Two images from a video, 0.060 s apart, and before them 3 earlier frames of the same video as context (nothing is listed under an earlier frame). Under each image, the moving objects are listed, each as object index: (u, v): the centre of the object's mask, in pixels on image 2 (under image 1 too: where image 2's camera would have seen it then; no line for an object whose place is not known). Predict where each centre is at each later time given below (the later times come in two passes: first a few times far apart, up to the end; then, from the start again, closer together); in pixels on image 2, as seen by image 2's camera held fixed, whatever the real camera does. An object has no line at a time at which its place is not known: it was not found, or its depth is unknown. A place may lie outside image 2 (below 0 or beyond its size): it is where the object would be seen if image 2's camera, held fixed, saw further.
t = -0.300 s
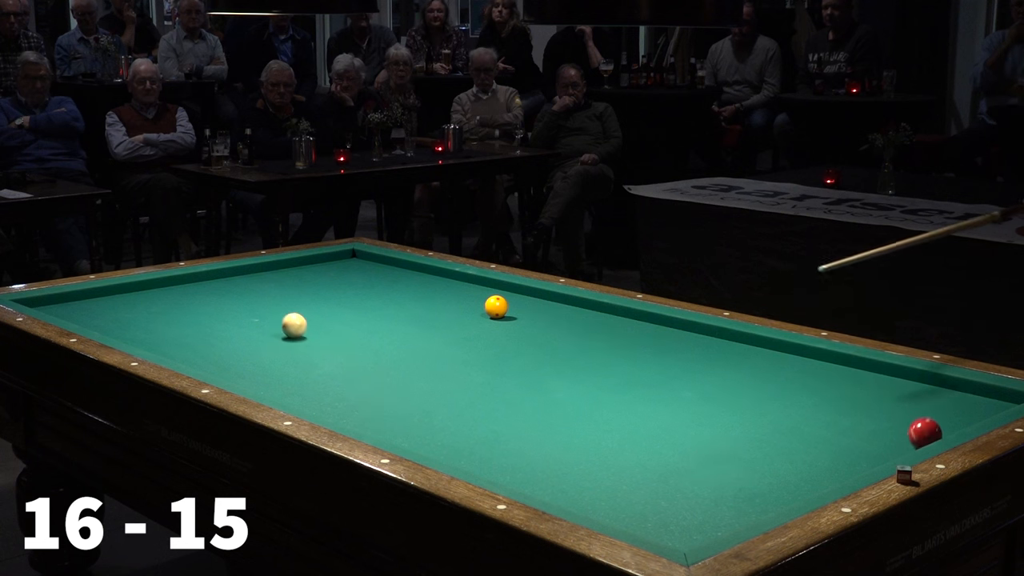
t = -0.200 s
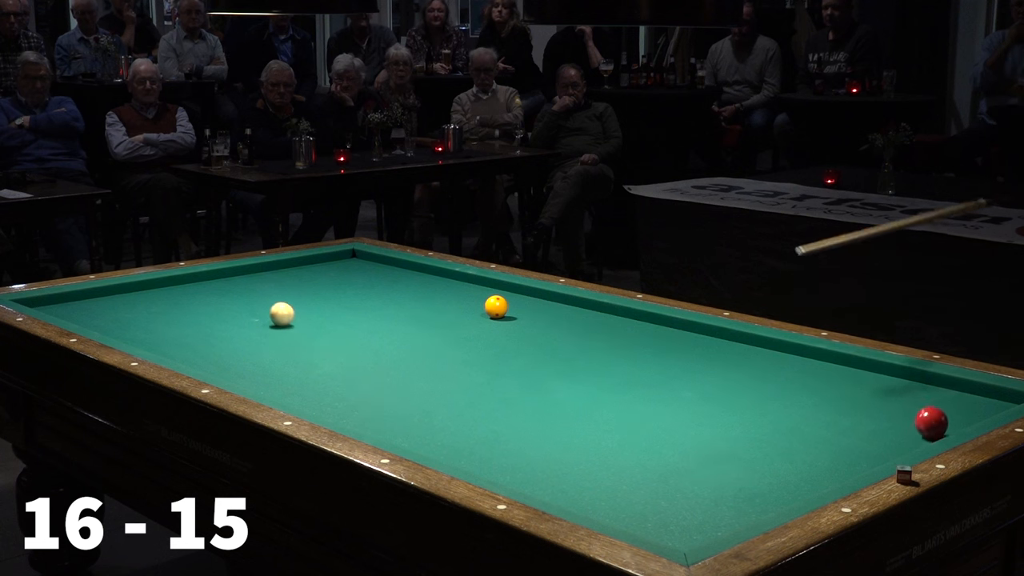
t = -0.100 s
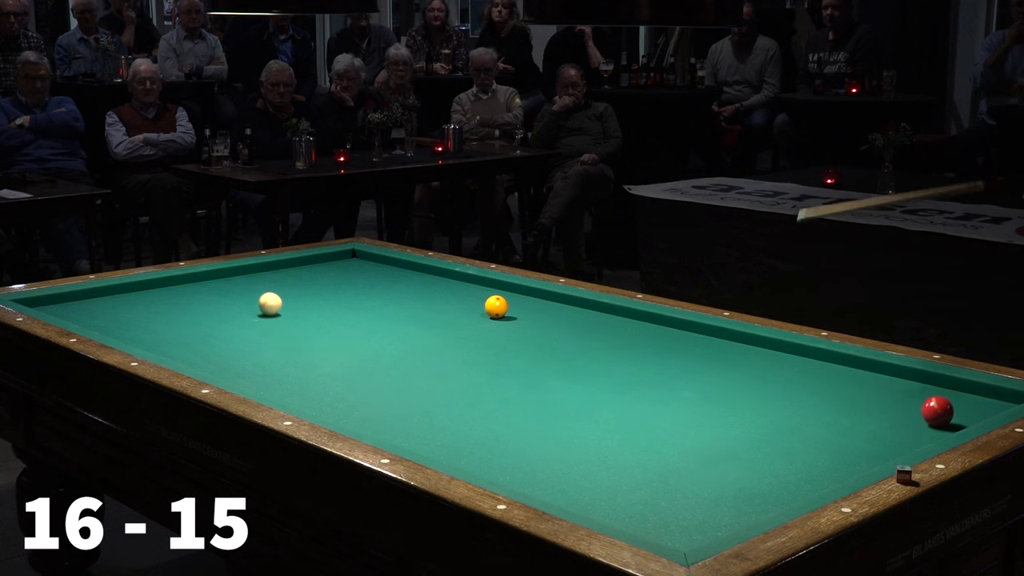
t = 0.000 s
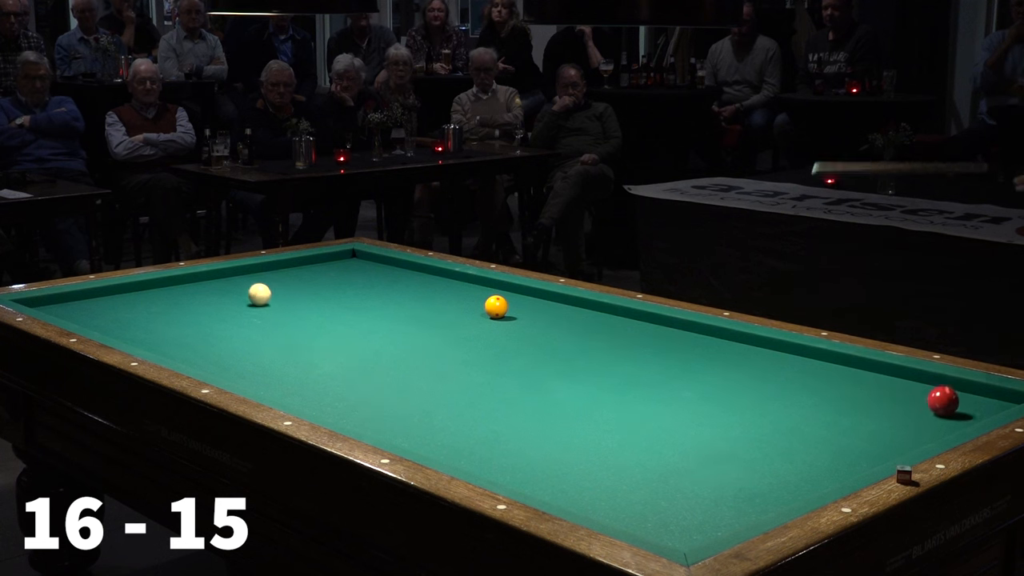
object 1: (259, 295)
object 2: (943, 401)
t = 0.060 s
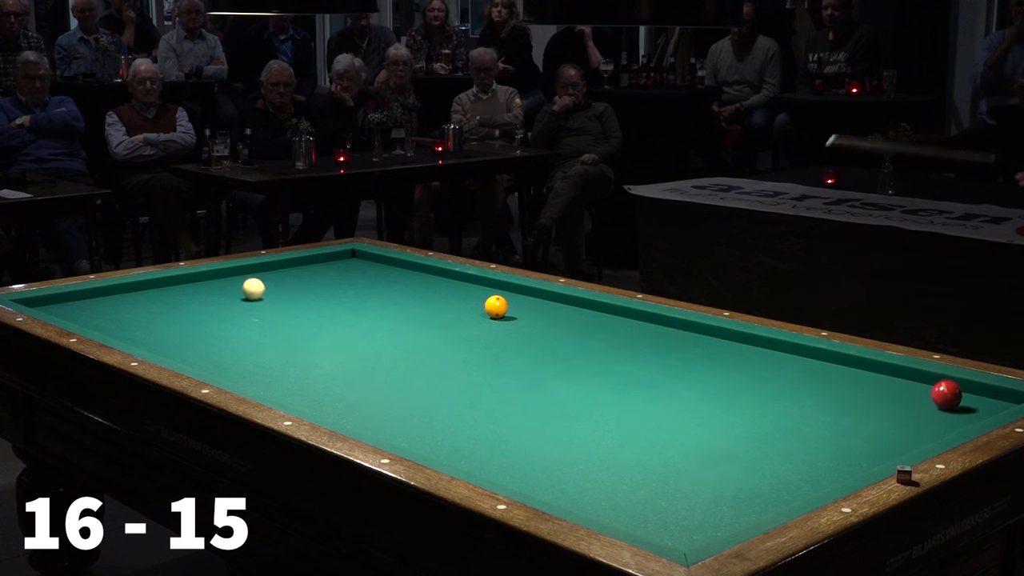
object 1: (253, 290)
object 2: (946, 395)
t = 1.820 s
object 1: (481, 318)
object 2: (535, 381)
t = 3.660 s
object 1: (613, 474)
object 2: (236, 365)
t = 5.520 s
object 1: (603, 487)
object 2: (250, 329)
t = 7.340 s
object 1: (541, 445)
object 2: (255, 314)
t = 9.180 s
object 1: (521, 432)
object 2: (256, 312)
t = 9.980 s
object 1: (521, 432)
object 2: (256, 312)
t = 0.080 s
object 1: (251, 288)
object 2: (947, 393)
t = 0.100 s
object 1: (249, 286)
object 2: (948, 391)
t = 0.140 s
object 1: (246, 283)
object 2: (950, 387)
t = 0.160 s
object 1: (244, 281)
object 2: (951, 386)
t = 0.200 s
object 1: (240, 277)
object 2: (951, 383)
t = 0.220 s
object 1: (238, 276)
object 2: (944, 383)
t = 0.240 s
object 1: (236, 274)
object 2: (938, 383)
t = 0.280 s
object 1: (233, 271)
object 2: (926, 383)
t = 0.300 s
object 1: (234, 270)
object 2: (921, 383)
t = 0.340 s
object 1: (249, 270)
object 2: (910, 382)
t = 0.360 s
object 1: (256, 271)
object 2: (904, 382)
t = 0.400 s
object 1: (270, 271)
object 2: (894, 382)
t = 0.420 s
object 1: (277, 271)
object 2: (888, 382)
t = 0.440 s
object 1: (283, 271)
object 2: (883, 382)
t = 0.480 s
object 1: (296, 271)
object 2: (872, 383)
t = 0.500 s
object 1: (302, 271)
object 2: (867, 382)
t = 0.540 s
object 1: (315, 271)
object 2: (856, 383)
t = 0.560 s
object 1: (321, 271)
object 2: (851, 383)
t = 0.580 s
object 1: (328, 271)
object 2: (845, 382)
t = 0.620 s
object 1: (340, 271)
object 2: (834, 382)
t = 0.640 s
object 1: (346, 272)
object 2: (829, 383)
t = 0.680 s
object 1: (359, 271)
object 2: (819, 383)
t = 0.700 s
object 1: (365, 272)
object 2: (814, 382)
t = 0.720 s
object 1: (371, 272)
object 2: (808, 382)
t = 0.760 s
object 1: (384, 272)
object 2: (798, 382)
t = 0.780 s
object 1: (390, 272)
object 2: (793, 382)
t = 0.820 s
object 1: (402, 272)
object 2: (783, 382)
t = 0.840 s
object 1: (408, 272)
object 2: (777, 382)
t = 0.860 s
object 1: (415, 272)
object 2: (772, 382)
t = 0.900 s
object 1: (427, 272)
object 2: (762, 382)
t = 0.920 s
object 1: (433, 272)
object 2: (757, 382)
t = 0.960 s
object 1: (443, 273)
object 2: (746, 382)
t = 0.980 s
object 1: (443, 274)
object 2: (741, 382)
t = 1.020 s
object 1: (444, 276)
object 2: (731, 382)
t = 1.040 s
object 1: (445, 276)
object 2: (726, 382)
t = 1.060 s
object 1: (446, 277)
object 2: (720, 382)
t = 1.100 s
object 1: (447, 279)
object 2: (710, 382)
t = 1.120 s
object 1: (448, 280)
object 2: (706, 382)
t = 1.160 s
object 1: (450, 282)
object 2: (695, 382)
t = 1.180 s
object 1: (451, 283)
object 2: (690, 382)
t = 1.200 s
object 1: (451, 284)
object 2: (685, 382)
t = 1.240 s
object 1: (453, 286)
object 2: (675, 382)
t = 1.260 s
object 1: (454, 287)
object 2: (671, 381)
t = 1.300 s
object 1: (456, 289)
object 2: (660, 381)
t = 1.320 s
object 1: (457, 291)
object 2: (656, 381)
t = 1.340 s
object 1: (457, 291)
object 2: (650, 381)
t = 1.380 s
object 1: (459, 294)
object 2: (641, 381)
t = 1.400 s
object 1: (460, 294)
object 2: (636, 381)
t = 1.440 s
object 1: (462, 297)
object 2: (626, 381)
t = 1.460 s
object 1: (463, 298)
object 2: (621, 381)
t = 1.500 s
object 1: (465, 300)
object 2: (611, 381)
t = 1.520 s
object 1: (466, 301)
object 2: (606, 381)
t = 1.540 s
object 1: (467, 302)
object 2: (602, 381)
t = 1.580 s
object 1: (469, 304)
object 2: (592, 381)
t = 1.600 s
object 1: (469, 306)
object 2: (587, 381)
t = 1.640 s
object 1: (472, 308)
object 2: (578, 381)
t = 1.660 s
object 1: (472, 309)
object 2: (573, 381)
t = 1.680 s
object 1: (473, 310)
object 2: (568, 380)
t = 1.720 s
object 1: (475, 312)
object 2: (558, 381)
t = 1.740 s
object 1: (476, 314)
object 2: (554, 381)
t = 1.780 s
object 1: (479, 316)
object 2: (544, 381)
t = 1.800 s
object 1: (480, 317)
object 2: (540, 381)
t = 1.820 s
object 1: (481, 318)
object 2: (535, 381)
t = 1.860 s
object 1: (483, 321)
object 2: (525, 380)
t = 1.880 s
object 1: (484, 322)
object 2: (521, 380)
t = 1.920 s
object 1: (486, 324)
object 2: (511, 380)
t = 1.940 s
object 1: (487, 325)
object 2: (506, 380)
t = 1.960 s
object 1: (488, 327)
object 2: (502, 380)
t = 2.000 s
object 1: (490, 329)
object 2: (492, 380)
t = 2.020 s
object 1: (491, 330)
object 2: (488, 380)
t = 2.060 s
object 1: (494, 333)
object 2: (479, 380)
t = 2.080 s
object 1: (495, 334)
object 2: (474, 380)
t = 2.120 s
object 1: (497, 337)
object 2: (465, 380)
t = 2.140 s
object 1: (498, 338)
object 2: (461, 380)
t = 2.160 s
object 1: (499, 340)
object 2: (456, 379)
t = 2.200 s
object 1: (502, 343)
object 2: (447, 379)
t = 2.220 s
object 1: (503, 344)
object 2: (443, 379)
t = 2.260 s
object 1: (505, 347)
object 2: (434, 379)
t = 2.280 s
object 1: (507, 348)
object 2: (429, 379)
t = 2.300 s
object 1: (507, 350)
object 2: (425, 379)
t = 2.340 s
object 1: (510, 352)
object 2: (416, 379)
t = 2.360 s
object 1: (511, 354)
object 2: (411, 379)
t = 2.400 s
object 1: (514, 357)
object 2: (402, 379)
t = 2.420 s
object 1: (515, 358)
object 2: (398, 379)
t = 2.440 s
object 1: (516, 360)
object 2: (393, 379)
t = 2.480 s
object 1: (519, 363)
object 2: (385, 379)
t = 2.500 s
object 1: (520, 364)
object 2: (380, 379)
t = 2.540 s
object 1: (523, 367)
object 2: (371, 379)
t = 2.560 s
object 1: (524, 369)
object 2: (367, 378)
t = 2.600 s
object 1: (526, 372)
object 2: (358, 379)
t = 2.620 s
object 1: (528, 374)
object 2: (354, 378)
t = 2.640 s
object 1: (529, 375)
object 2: (350, 378)
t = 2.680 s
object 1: (532, 378)
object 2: (341, 379)
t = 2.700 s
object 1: (533, 380)
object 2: (337, 378)
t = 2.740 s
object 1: (536, 383)
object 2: (328, 378)
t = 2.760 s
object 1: (538, 385)
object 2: (324, 378)
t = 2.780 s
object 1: (539, 387)
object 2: (320, 378)
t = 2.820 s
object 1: (542, 390)
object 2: (311, 378)
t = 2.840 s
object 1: (543, 392)
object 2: (307, 379)
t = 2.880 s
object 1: (546, 395)
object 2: (298, 378)
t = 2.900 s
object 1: (547, 397)
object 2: (294, 379)
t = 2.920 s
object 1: (549, 398)
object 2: (290, 378)
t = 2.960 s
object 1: (552, 402)
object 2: (282, 378)
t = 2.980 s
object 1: (554, 404)
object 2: (277, 378)
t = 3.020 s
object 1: (557, 407)
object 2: (269, 378)
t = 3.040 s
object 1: (558, 409)
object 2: (265, 378)
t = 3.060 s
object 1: (560, 411)
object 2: (261, 378)
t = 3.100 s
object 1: (563, 415)
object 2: (253, 377)
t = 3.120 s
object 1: (565, 417)
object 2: (249, 377)
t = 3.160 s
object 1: (568, 420)
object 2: (241, 376)
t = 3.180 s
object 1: (569, 423)
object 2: (238, 375)
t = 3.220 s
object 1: (573, 427)
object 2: (230, 374)
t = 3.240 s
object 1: (575, 429)
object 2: (230, 374)
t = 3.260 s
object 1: (576, 430)
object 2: (231, 373)
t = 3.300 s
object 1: (580, 435)
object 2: (232, 373)
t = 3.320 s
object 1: (581, 437)
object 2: (232, 372)
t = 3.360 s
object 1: (585, 441)
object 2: (232, 372)
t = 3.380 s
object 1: (587, 443)
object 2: (232, 371)
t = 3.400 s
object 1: (588, 445)
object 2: (233, 371)
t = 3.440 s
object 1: (592, 449)
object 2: (233, 371)
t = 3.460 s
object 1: (594, 452)
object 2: (233, 370)
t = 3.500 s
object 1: (598, 456)
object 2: (233, 369)
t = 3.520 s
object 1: (599, 458)
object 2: (234, 369)
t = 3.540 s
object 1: (601, 460)
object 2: (234, 368)
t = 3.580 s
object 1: (605, 465)
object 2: (235, 367)
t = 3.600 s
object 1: (607, 467)
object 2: (235, 367)
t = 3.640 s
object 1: (611, 472)
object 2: (235, 366)
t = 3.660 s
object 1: (613, 474)
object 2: (236, 365)
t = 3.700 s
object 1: (617, 479)
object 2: (236, 364)
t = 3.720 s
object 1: (619, 481)
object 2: (236, 363)
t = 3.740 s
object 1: (621, 484)
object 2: (236, 363)
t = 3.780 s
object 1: (626, 489)
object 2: (237, 362)
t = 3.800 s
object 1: (628, 491)
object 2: (237, 362)
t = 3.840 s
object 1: (632, 496)
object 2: (238, 360)
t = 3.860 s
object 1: (634, 499)
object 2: (238, 360)
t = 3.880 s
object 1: (636, 501)
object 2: (238, 359)
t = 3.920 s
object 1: (641, 507)
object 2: (238, 358)
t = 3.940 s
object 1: (643, 509)
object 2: (239, 358)
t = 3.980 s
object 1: (647, 514)
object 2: (239, 357)
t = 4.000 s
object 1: (650, 517)
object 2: (239, 356)
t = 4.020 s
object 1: (652, 519)
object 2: (240, 356)
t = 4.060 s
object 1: (657, 523)
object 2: (240, 355)
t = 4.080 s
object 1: (660, 525)
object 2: (240, 355)
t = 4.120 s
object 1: (665, 530)
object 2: (241, 354)
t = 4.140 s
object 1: (668, 532)
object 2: (240, 353)
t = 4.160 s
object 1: (671, 534)
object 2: (241, 353)
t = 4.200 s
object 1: (678, 536)
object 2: (241, 352)
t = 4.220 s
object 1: (682, 536)
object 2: (241, 352)
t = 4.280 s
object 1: (679, 535)
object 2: (242, 350)
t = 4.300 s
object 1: (678, 534)
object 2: (242, 350)
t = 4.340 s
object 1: (675, 533)
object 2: (242, 349)
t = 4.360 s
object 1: (674, 533)
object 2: (242, 349)
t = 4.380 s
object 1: (673, 532)
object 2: (242, 348)
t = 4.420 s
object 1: (669, 530)
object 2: (243, 347)
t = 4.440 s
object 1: (668, 529)
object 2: (243, 347)
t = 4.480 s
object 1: (665, 528)
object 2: (244, 346)
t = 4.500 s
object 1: (663, 527)
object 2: (244, 346)
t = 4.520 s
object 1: (662, 526)
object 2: (244, 345)
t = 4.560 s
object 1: (659, 524)
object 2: (245, 344)
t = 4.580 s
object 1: (658, 523)
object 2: (245, 344)
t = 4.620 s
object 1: (655, 522)
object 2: (245, 343)
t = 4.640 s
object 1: (653, 521)
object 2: (245, 342)
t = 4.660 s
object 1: (652, 520)
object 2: (245, 342)
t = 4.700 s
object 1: (649, 519)
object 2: (245, 341)
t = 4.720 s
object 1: (648, 518)
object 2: (245, 341)
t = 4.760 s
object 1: (646, 516)
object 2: (246, 340)
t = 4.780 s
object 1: (644, 515)
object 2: (246, 340)
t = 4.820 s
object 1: (641, 514)
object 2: (246, 340)
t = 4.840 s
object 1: (640, 513)
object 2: (246, 339)
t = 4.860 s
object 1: (639, 512)
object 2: (246, 339)
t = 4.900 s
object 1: (636, 511)
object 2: (247, 339)
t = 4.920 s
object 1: (635, 510)
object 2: (247, 338)
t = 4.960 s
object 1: (633, 508)
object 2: (247, 337)
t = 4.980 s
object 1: (632, 508)
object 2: (247, 337)
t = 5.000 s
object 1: (630, 507)
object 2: (247, 336)
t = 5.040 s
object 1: (628, 505)
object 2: (247, 336)
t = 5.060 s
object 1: (627, 504)
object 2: (248, 335)
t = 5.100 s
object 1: (625, 502)
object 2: (248, 335)
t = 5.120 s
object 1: (624, 502)
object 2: (248, 335)
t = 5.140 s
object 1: (622, 501)
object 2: (248, 334)
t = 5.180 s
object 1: (620, 500)
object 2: (248, 334)
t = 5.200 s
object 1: (619, 499)
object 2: (248, 334)
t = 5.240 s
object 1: (617, 497)
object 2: (249, 333)
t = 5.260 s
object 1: (616, 497)
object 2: (249, 333)
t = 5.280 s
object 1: (615, 496)
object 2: (249, 332)
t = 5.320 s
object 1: (613, 494)
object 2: (249, 332)
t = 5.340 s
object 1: (612, 494)
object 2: (249, 332)
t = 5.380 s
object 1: (610, 492)
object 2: (249, 331)
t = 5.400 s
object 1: (609, 492)
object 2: (249, 331)
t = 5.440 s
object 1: (607, 490)
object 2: (249, 330)
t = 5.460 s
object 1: (606, 489)
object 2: (250, 330)
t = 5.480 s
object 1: (605, 489)
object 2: (250, 330)
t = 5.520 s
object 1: (603, 487)
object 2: (250, 329)
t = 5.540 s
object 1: (602, 487)
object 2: (250, 329)
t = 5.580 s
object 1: (600, 485)
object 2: (250, 328)
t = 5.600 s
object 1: (599, 485)
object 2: (250, 328)
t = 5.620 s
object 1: (598, 484)
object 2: (251, 327)
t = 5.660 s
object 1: (597, 483)
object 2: (251, 327)
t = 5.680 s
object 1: (596, 482)
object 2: (251, 327)
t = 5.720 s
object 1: (594, 481)
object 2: (251, 327)
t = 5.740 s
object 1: (593, 480)
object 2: (251, 326)
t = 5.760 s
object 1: (592, 480)
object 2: (251, 326)
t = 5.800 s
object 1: (590, 479)
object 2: (251, 326)
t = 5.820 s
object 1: (590, 478)
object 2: (251, 326)
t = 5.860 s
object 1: (588, 477)
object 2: (251, 325)
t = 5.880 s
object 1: (587, 476)
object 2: (251, 325)
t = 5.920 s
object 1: (585, 475)
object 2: (252, 324)
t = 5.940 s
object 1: (584, 474)
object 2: (252, 324)
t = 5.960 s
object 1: (584, 474)
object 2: (252, 324)
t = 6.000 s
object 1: (582, 473)
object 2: (252, 323)
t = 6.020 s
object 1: (581, 472)
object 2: (252, 324)
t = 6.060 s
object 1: (580, 471)
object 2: (252, 323)
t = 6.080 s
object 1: (579, 471)
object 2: (252, 323)
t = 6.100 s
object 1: (578, 470)
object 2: (252, 322)
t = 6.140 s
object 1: (577, 469)
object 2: (252, 322)
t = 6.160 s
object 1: (576, 469)
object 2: (252, 322)
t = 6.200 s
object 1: (574, 468)
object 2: (253, 321)
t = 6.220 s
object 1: (574, 467)
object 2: (252, 321)
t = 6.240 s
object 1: (573, 466)
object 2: (252, 321)
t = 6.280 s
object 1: (571, 466)
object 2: (253, 320)
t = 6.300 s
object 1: (571, 465)
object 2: (253, 320)
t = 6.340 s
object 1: (569, 464)
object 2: (253, 320)
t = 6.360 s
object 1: (569, 464)
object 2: (253, 320)
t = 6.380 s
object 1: (568, 463)
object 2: (253, 319)
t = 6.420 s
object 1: (566, 462)
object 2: (253, 319)
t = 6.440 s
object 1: (566, 462)
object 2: (253, 319)
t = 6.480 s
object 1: (564, 461)
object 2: (253, 319)
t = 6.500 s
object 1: (564, 460)
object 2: (253, 319)
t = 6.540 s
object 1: (562, 459)
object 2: (254, 318)
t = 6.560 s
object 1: (562, 459)
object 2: (254, 318)
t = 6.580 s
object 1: (561, 459)
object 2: (254, 318)
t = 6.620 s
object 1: (560, 458)
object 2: (254, 317)
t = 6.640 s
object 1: (559, 457)
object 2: (254, 317)
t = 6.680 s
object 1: (558, 457)
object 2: (254, 317)
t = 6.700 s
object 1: (558, 456)
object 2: (254, 317)
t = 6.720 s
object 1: (557, 456)
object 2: (254, 317)
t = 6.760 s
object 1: (556, 455)
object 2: (254, 317)
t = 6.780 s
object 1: (555, 455)
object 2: (254, 316)
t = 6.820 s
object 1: (554, 454)
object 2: (255, 316)
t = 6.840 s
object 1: (553, 453)
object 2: (255, 316)
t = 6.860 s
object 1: (553, 453)
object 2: (255, 316)
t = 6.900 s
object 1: (552, 452)
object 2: (255, 316)
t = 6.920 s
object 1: (551, 452)
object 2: (255, 316)
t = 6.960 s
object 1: (550, 451)
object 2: (255, 315)
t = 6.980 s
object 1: (550, 451)
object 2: (255, 315)
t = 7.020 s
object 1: (549, 450)
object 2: (255, 315)
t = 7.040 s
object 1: (548, 450)
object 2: (255, 315)
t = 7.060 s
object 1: (548, 449)
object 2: (255, 315)
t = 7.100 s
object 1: (547, 449)
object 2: (255, 315)
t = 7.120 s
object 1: (546, 449)
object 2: (255, 314)
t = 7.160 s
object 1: (545, 448)
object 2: (256, 314)
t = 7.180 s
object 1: (545, 448)
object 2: (255, 315)
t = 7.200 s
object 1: (544, 447)
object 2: (256, 314)
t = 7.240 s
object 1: (543, 447)
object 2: (256, 314)
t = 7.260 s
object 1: (543, 446)
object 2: (256, 314)
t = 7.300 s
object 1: (542, 446)
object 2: (255, 314)
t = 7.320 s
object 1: (542, 445)
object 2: (255, 314)
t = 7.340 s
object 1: (541, 445)
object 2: (255, 314)
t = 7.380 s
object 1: (540, 444)
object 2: (255, 314)
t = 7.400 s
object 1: (540, 444)
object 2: (255, 314)
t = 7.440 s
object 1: (539, 444)
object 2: (255, 314)
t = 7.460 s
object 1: (539, 443)
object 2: (255, 314)
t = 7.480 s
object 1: (538, 443)
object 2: (255, 314)
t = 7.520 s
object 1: (538, 443)
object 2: (256, 313)
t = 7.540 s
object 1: (537, 442)
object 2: (255, 314)
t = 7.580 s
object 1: (537, 442)
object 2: (255, 313)
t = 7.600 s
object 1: (536, 442)
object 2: (255, 313)
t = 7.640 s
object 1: (535, 441)
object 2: (255, 313)
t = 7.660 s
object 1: (535, 441)
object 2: (255, 313)
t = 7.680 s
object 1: (535, 441)
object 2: (255, 313)
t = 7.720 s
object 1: (534, 440)
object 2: (256, 313)
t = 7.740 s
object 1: (533, 440)
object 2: (256, 313)
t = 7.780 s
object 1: (533, 439)
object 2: (256, 313)
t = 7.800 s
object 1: (532, 439)
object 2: (256, 313)
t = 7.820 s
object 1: (532, 439)
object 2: (256, 313)
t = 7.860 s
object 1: (531, 439)
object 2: (256, 313)
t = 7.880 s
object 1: (531, 438)
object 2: (256, 313)
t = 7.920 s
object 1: (530, 438)
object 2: (256, 313)
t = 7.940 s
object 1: (530, 438)
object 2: (256, 313)
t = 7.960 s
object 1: (529, 438)
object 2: (256, 313)
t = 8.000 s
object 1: (529, 437)
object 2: (256, 313)
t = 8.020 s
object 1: (529, 437)
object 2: (256, 313)
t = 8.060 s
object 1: (528, 437)
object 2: (256, 313)
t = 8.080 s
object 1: (528, 437)
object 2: (256, 313)
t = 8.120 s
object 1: (527, 436)
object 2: (256, 313)
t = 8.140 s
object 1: (527, 436)
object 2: (256, 313)
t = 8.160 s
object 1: (527, 436)
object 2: (256, 313)
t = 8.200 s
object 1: (526, 436)
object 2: (256, 313)
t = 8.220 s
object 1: (526, 436)
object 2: (256, 313)
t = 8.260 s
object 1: (525, 436)
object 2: (256, 313)
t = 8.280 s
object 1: (525, 435)
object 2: (256, 313)
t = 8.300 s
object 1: (525, 435)
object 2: (256, 312)
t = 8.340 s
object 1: (524, 435)
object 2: (256, 312)
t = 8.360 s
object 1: (524, 435)
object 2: (256, 312)
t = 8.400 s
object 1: (523, 435)
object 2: (256, 312)
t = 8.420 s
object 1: (523, 434)
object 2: (256, 312)
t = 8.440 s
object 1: (523, 434)
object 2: (256, 312)
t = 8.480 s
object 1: (523, 433)
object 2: (256, 312)
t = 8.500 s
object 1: (523, 434)
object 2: (256, 312)
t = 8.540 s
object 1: (522, 433)
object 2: (256, 312)
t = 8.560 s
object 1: (522, 433)
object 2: (256, 312)
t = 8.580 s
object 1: (522, 433)
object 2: (256, 312)
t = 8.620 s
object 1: (522, 433)
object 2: (256, 312)
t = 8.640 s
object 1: (522, 433)
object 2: (256, 312)
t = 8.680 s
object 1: (522, 433)
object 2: (256, 312)
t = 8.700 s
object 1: (522, 433)
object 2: (256, 312)
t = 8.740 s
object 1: (522, 433)
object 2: (256, 312)
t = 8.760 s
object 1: (522, 433)
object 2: (256, 312)
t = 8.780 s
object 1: (522, 433)
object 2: (256, 312)
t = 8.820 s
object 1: (521, 432)
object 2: (256, 312)
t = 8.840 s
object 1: (521, 432)
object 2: (256, 312)
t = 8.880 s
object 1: (521, 432)
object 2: (256, 313)
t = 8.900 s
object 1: (521, 432)
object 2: (256, 313)
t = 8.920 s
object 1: (521, 432)
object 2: (256, 313)
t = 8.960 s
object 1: (521, 432)
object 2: (256, 313)
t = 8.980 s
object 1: (521, 432)
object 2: (256, 312)
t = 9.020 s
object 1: (521, 432)
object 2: (256, 313)
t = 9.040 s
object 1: (521, 432)
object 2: (256, 313)
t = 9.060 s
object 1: (521, 432)
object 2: (256, 312)
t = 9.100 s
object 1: (521, 432)
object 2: (256, 313)
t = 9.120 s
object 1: (521, 432)
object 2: (256, 313)
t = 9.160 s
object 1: (521, 432)
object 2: (256, 312)
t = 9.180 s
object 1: (521, 432)
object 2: (256, 312)
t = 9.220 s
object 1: (521, 432)
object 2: (256, 312)
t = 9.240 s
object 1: (521, 432)
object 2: (256, 312)
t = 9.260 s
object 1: (521, 432)
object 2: (256, 312)
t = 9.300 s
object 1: (521, 432)
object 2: (256, 312)
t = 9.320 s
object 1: (521, 432)
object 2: (256, 313)
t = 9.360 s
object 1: (521, 432)
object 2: (256, 312)
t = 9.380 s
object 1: (521, 432)
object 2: (256, 312)
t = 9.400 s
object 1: (521, 432)
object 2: (256, 312)
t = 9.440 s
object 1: (521, 432)
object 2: (256, 312)
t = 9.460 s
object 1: (521, 432)
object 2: (256, 312)
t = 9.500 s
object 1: (521, 432)
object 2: (256, 312)
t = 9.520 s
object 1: (521, 432)
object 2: (256, 312)
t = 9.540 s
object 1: (521, 432)
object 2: (256, 312)
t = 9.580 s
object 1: (521, 432)
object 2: (256, 312)
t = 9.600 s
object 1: (521, 432)
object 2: (256, 312)
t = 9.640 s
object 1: (521, 432)
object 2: (256, 313)
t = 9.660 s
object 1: (521, 432)
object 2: (256, 313)
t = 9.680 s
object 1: (521, 432)
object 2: (256, 313)
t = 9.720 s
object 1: (521, 432)
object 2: (256, 312)
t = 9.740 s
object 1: (521, 432)
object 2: (256, 313)
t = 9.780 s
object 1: (521, 432)
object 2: (256, 312)
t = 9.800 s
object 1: (521, 432)
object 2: (256, 312)
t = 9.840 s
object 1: (521, 432)
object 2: (256, 312)
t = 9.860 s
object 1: (521, 432)
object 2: (256, 312)
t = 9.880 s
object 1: (521, 432)
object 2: (256, 312)
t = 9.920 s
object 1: (521, 432)
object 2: (256, 312)
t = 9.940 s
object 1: (521, 432)
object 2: (256, 312)
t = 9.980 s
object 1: (521, 432)
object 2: (256, 312)
